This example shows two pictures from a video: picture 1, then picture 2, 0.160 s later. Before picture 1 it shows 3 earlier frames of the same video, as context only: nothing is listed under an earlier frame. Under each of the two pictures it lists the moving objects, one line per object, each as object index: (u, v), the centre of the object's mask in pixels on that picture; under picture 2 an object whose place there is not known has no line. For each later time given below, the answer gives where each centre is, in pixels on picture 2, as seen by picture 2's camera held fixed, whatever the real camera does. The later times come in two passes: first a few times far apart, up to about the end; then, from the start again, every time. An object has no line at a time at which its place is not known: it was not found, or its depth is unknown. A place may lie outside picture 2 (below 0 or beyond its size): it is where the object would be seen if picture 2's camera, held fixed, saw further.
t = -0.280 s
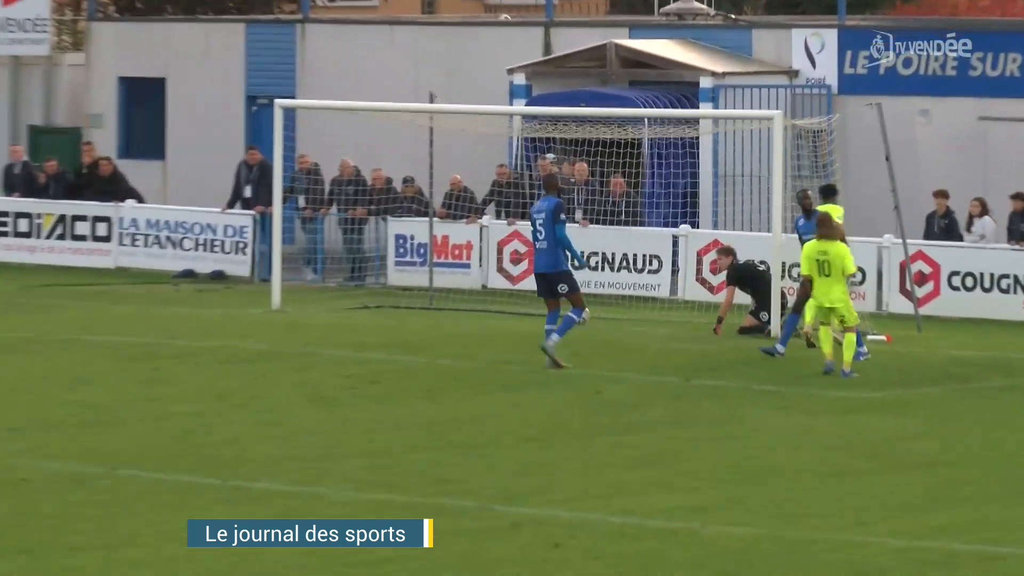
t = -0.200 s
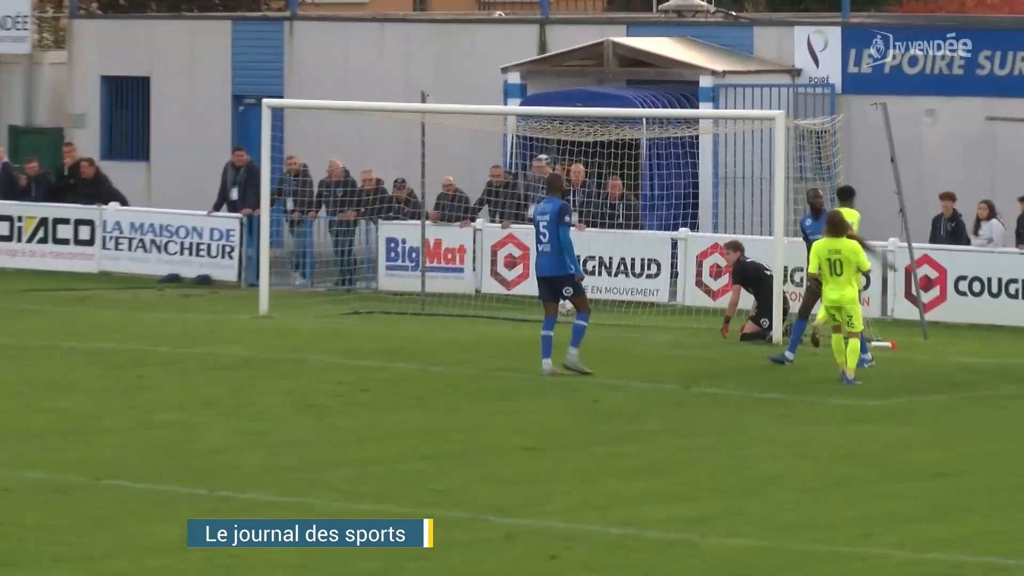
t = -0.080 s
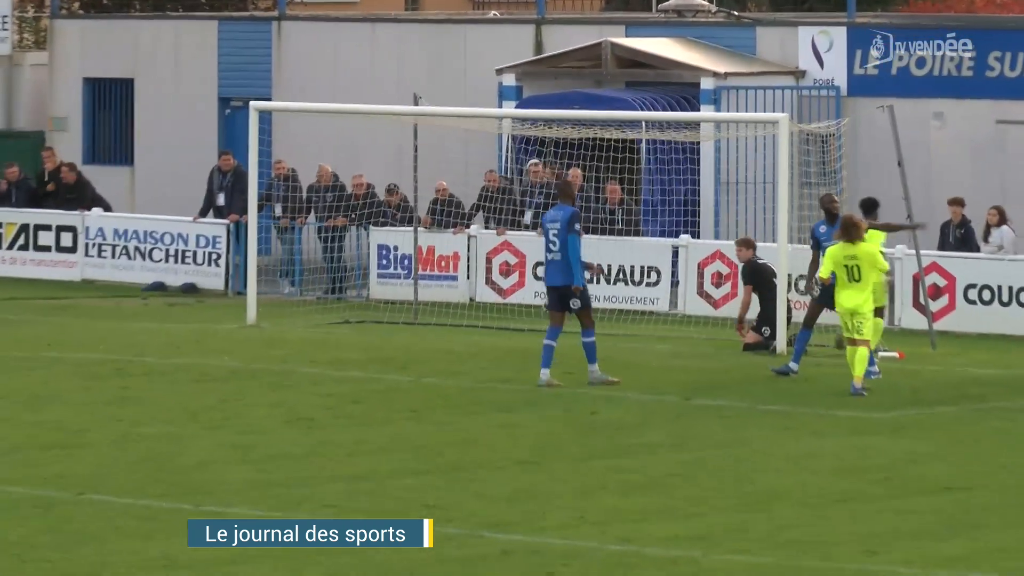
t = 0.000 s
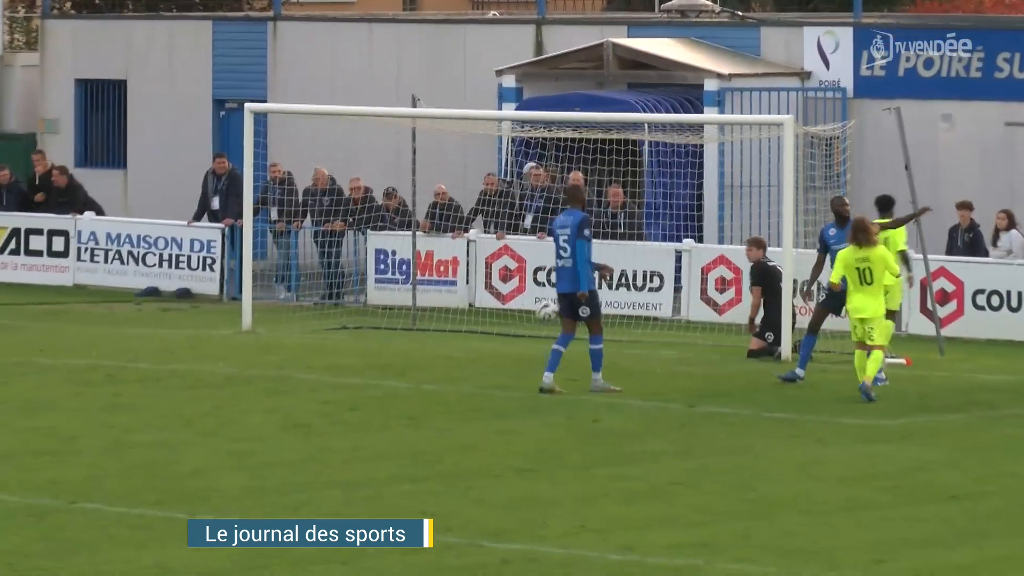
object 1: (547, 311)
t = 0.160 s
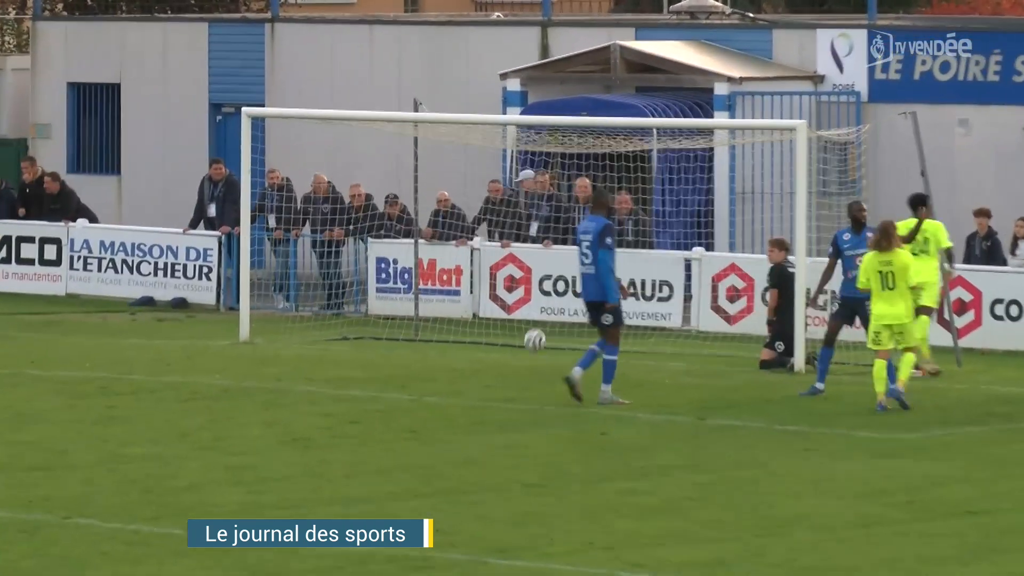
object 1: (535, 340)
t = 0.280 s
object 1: (520, 347)
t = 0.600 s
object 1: (479, 352)
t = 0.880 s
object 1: (449, 351)
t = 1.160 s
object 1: (423, 351)
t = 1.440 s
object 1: (401, 352)
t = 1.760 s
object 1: (384, 352)
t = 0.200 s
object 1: (531, 349)
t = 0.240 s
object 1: (525, 349)
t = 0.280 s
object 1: (520, 347)
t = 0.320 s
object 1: (515, 346)
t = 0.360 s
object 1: (511, 346)
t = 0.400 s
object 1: (504, 347)
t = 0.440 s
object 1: (499, 350)
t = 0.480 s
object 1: (494, 352)
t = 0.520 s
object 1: (489, 351)
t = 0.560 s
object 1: (484, 352)
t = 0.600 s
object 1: (479, 352)
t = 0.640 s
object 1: (475, 351)
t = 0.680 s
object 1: (470, 351)
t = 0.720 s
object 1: (465, 352)
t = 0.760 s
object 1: (461, 352)
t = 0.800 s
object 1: (457, 352)
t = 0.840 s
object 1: (453, 352)
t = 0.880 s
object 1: (449, 351)
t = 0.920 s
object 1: (446, 351)
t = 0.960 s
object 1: (442, 350)
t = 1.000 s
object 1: (438, 350)
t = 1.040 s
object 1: (434, 350)
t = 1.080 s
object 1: (430, 350)
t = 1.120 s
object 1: (426, 350)
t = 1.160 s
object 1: (423, 351)
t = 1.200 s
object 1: (419, 351)
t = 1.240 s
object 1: (416, 351)
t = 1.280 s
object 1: (412, 351)
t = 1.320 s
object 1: (410, 351)
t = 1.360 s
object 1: (407, 351)
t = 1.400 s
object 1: (404, 352)
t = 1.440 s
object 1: (401, 352)
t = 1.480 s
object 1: (399, 352)
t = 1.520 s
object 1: (396, 352)
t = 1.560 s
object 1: (394, 352)
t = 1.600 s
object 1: (392, 352)
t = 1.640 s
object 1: (390, 352)
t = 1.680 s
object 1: (388, 352)
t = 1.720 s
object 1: (386, 352)
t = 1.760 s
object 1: (384, 352)
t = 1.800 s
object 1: (383, 353)
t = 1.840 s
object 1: (382, 353)
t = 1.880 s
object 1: (381, 353)
